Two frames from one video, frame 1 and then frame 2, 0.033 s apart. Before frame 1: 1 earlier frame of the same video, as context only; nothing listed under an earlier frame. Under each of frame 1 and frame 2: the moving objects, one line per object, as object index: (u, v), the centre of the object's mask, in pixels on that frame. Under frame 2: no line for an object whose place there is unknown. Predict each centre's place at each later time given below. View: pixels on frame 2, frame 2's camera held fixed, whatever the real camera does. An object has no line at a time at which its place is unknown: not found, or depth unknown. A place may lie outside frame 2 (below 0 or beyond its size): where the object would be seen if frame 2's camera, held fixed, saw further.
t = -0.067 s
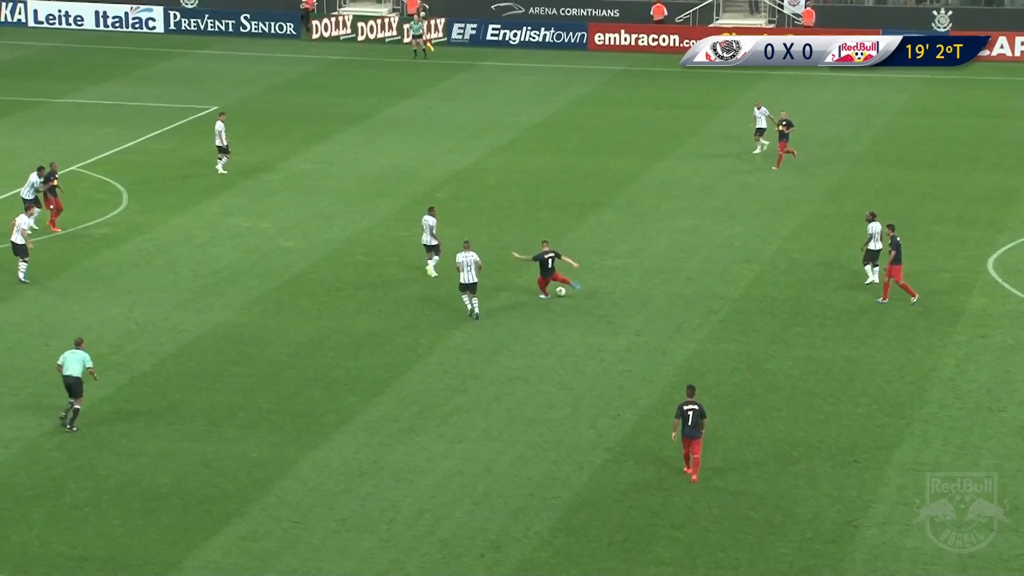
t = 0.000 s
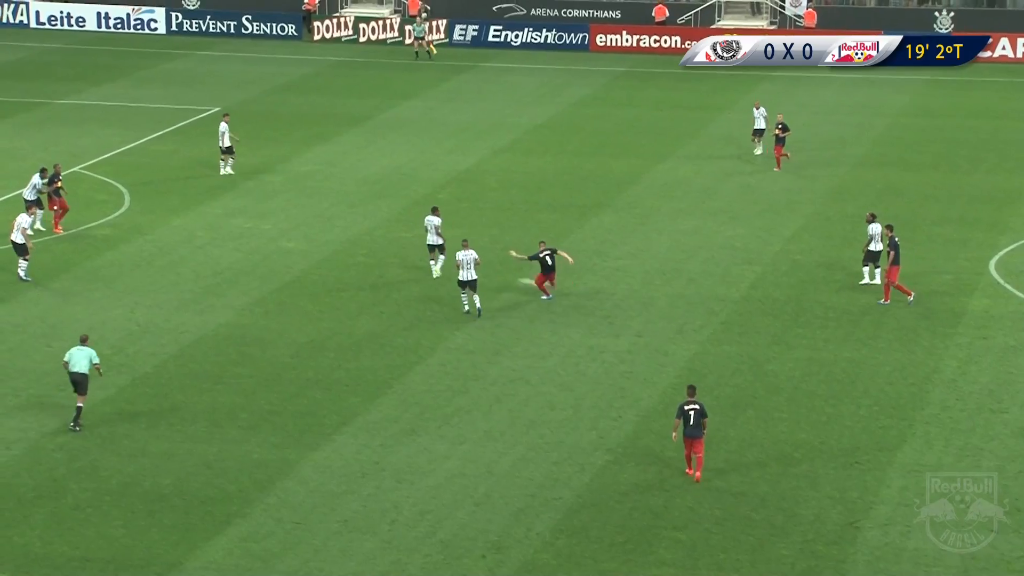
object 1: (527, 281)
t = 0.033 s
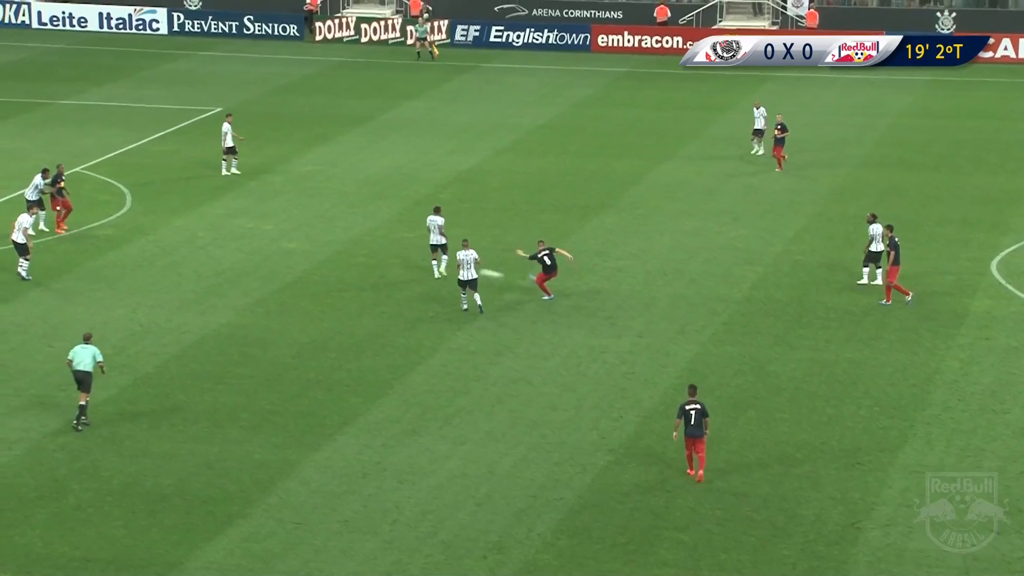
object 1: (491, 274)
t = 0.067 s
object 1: (452, 264)
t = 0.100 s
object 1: (413, 256)
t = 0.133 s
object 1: (375, 248)
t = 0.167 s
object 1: (338, 241)
